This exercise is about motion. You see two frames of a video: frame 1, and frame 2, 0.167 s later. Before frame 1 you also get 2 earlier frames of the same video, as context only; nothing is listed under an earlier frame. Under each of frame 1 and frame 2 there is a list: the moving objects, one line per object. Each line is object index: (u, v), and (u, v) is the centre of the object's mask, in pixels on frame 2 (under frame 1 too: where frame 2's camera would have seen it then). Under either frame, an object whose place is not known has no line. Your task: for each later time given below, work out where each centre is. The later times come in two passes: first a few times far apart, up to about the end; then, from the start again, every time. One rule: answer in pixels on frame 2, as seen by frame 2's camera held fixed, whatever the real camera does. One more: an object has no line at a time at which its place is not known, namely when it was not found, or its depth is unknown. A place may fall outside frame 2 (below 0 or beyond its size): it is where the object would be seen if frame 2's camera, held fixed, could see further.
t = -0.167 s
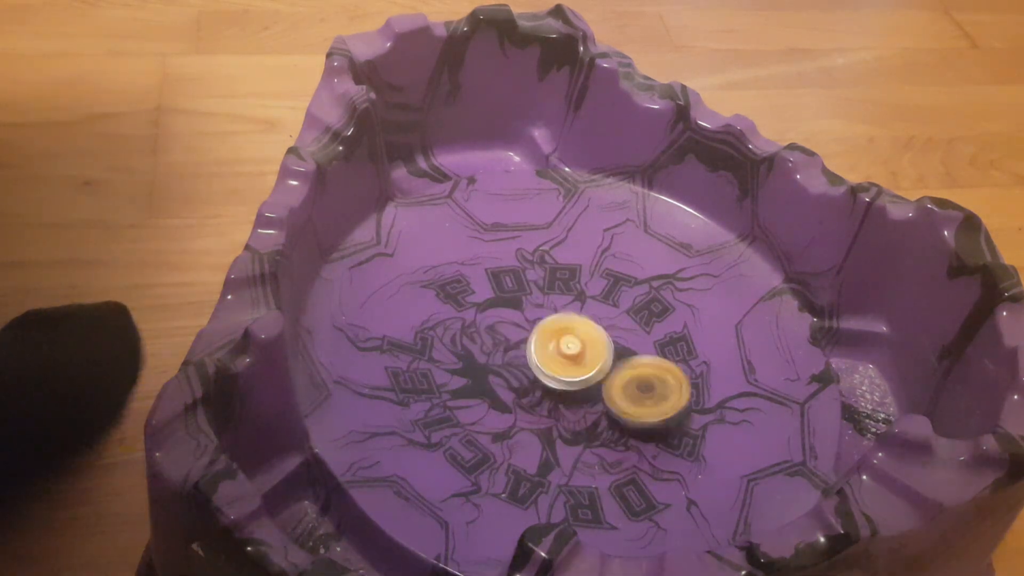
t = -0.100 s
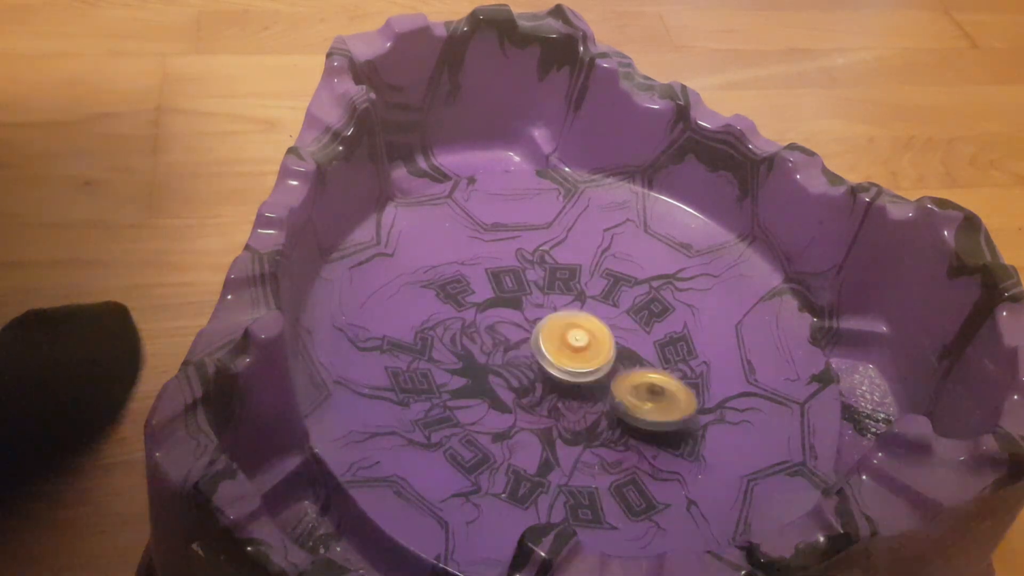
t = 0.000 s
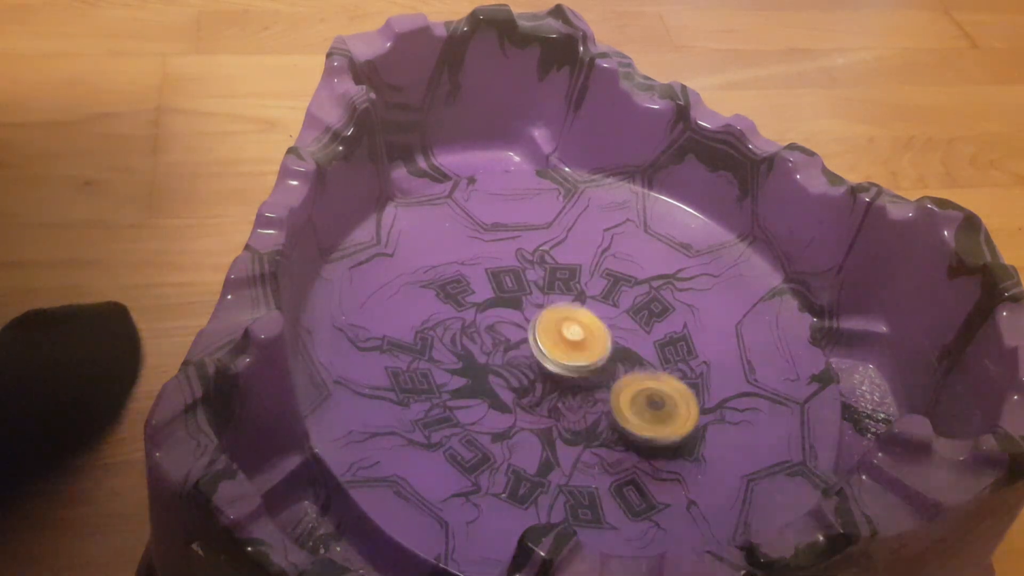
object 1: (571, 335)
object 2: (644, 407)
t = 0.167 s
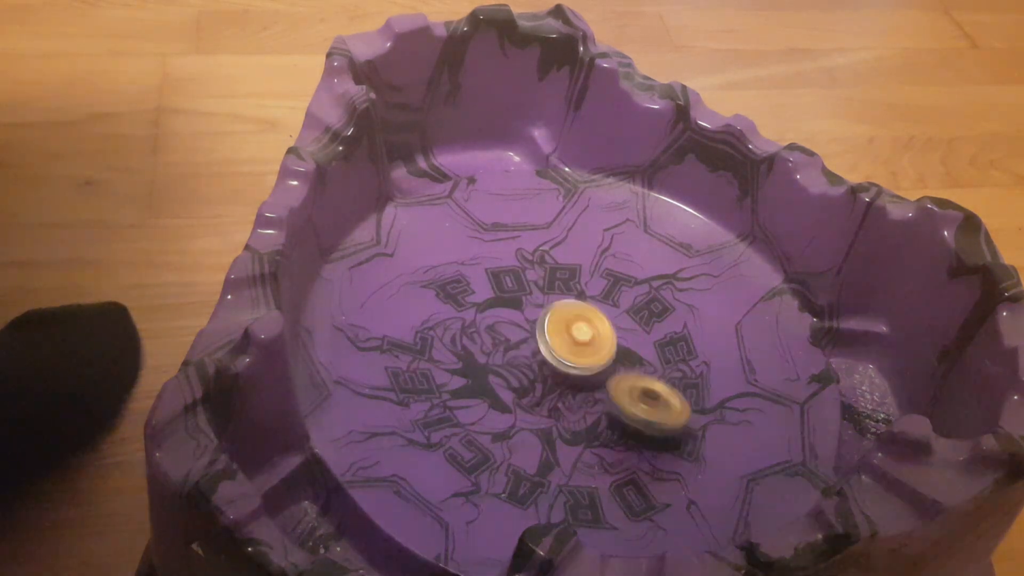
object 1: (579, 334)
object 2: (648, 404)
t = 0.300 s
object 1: (576, 337)
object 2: (642, 399)
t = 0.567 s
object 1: (569, 336)
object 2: (655, 388)
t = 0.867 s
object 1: (573, 334)
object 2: (651, 381)
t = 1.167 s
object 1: (570, 329)
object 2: (648, 374)
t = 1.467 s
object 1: (573, 324)
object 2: (642, 374)
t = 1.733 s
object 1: (558, 322)
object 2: (658, 373)
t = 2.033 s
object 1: (526, 301)
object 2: (633, 369)
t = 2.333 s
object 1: (541, 308)
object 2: (623, 373)
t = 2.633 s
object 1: (527, 325)
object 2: (608, 340)
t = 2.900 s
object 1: (523, 311)
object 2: (617, 346)
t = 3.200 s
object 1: (517, 335)
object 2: (619, 350)
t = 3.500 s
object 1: (528, 355)
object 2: (618, 350)
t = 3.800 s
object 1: (528, 360)
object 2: (618, 353)
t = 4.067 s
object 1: (543, 374)
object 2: (616, 344)
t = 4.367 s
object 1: (563, 373)
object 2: (617, 349)
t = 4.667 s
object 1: (563, 362)
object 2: (624, 344)
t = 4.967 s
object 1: (573, 341)
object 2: (629, 345)
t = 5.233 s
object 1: (565, 291)
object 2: (629, 348)
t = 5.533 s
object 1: (561, 286)
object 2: (627, 344)
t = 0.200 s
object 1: (576, 336)
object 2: (641, 400)
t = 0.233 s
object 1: (577, 336)
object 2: (642, 399)
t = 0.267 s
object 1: (576, 336)
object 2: (643, 398)
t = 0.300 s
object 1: (576, 337)
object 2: (642, 399)
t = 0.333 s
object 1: (574, 338)
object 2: (642, 397)
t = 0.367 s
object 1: (572, 336)
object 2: (642, 394)
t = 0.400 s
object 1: (572, 335)
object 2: (643, 394)
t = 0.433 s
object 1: (573, 335)
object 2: (644, 394)
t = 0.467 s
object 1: (575, 335)
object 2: (652, 392)
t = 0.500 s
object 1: (576, 335)
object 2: (653, 390)
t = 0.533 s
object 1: (573, 335)
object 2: (654, 389)
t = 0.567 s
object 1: (569, 336)
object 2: (655, 388)
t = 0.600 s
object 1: (569, 335)
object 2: (657, 387)
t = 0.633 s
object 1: (568, 334)
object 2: (654, 387)
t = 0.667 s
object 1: (571, 333)
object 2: (654, 388)
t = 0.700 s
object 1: (574, 335)
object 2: (653, 387)
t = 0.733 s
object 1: (575, 335)
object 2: (651, 386)
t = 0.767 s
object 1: (576, 334)
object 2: (649, 385)
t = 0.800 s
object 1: (577, 335)
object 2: (647, 384)
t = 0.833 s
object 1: (576, 337)
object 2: (648, 380)
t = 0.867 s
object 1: (573, 334)
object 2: (651, 381)
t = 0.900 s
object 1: (573, 333)
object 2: (652, 385)
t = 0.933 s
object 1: (573, 333)
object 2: (648, 388)
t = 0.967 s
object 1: (571, 333)
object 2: (644, 385)
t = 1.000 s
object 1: (569, 331)
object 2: (641, 381)
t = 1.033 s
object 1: (567, 331)
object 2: (642, 377)
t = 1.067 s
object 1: (569, 330)
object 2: (646, 374)
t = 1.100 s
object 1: (570, 331)
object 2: (649, 374)
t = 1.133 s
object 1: (569, 330)
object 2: (649, 374)
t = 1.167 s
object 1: (570, 329)
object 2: (648, 374)
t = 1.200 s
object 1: (569, 329)
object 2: (647, 374)
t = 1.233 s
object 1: (568, 327)
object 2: (644, 372)
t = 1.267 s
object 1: (567, 327)
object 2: (644, 370)
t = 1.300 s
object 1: (571, 328)
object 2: (645, 369)
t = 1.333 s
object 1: (572, 329)
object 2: (645, 368)
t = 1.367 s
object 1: (573, 332)
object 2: (645, 367)
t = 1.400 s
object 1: (571, 330)
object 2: (646, 366)
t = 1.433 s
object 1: (571, 327)
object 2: (647, 370)
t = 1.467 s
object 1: (573, 324)
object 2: (642, 374)
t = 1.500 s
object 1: (578, 323)
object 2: (647, 372)
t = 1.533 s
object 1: (579, 324)
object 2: (645, 370)
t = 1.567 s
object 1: (578, 327)
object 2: (644, 366)
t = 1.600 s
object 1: (574, 329)
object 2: (637, 365)
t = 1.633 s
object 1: (572, 330)
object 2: (646, 362)
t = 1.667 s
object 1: (567, 329)
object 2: (645, 364)
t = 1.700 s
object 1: (564, 324)
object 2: (651, 368)
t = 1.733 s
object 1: (558, 322)
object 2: (658, 373)
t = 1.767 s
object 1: (553, 320)
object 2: (664, 377)
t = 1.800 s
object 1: (544, 316)
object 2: (664, 379)
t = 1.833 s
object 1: (537, 314)
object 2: (662, 380)
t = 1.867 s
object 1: (532, 309)
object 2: (658, 382)
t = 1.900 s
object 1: (528, 308)
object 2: (651, 381)
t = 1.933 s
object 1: (527, 303)
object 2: (646, 380)
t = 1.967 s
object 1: (524, 301)
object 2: (640, 375)
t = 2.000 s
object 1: (523, 299)
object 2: (637, 370)
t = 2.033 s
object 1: (526, 301)
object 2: (633, 369)
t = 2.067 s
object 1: (528, 306)
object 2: (634, 367)
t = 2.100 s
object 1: (529, 308)
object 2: (628, 366)
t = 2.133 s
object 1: (535, 308)
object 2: (627, 364)
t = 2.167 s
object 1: (542, 310)
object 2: (622, 360)
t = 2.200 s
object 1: (547, 312)
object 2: (620, 360)
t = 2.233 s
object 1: (543, 310)
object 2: (624, 364)
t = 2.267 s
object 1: (539, 303)
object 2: (625, 371)
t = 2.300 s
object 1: (539, 303)
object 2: (624, 374)
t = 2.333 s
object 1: (541, 308)
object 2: (623, 373)
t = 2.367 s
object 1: (536, 313)
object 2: (624, 372)
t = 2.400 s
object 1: (527, 317)
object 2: (626, 369)
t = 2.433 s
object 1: (525, 319)
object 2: (628, 365)
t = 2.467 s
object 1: (523, 321)
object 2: (631, 361)
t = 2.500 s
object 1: (523, 322)
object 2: (627, 357)
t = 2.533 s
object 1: (527, 323)
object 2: (623, 353)
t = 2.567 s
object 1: (525, 323)
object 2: (619, 347)
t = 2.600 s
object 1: (526, 324)
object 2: (615, 344)
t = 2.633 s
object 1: (527, 325)
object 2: (608, 340)
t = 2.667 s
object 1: (523, 324)
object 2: (608, 340)
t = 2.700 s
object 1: (525, 322)
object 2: (608, 339)
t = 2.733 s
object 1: (525, 319)
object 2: (607, 339)
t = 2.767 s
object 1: (523, 318)
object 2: (609, 340)
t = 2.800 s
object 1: (524, 318)
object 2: (610, 341)
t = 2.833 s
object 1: (522, 314)
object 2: (612, 342)
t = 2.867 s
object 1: (522, 310)
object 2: (613, 343)
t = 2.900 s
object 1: (523, 311)
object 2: (617, 346)
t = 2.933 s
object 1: (522, 315)
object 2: (618, 348)
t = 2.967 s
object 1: (520, 319)
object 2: (619, 352)
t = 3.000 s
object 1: (521, 321)
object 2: (619, 353)
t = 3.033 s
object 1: (523, 324)
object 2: (619, 356)
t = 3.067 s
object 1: (528, 329)
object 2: (618, 357)
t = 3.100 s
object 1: (527, 333)
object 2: (619, 356)
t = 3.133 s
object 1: (525, 334)
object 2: (619, 354)
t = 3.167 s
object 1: (520, 334)
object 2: (619, 352)
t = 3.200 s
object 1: (517, 335)
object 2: (619, 350)
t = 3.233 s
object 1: (516, 336)
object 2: (617, 347)
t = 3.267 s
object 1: (515, 338)
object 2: (617, 347)
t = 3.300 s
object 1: (518, 341)
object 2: (615, 345)
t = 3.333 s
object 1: (522, 344)
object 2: (615, 345)
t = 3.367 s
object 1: (523, 346)
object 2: (616, 345)
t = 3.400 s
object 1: (528, 348)
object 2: (616, 345)
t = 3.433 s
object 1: (529, 355)
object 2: (618, 349)
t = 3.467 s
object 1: (528, 355)
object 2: (618, 351)
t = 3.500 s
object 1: (528, 355)
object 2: (618, 350)
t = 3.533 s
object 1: (530, 358)
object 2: (619, 351)
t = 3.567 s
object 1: (531, 357)
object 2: (618, 353)
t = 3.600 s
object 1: (536, 356)
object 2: (619, 354)
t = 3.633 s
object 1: (534, 356)
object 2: (618, 355)
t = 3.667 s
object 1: (538, 362)
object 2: (618, 355)
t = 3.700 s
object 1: (538, 364)
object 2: (618, 353)
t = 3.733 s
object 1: (536, 364)
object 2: (618, 353)
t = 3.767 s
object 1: (529, 362)
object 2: (618, 353)
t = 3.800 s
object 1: (528, 360)
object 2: (618, 353)
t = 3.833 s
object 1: (523, 361)
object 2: (618, 352)
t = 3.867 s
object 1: (523, 363)
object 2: (618, 351)
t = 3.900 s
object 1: (522, 364)
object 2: (618, 351)
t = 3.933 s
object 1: (523, 363)
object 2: (617, 347)
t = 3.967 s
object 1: (526, 364)
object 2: (616, 345)
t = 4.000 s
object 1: (533, 367)
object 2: (616, 345)
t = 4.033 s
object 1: (540, 372)
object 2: (616, 345)
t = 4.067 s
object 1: (543, 374)
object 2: (616, 344)
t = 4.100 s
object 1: (542, 374)
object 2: (617, 346)
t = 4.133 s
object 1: (545, 373)
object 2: (617, 349)
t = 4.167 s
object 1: (545, 373)
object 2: (617, 349)
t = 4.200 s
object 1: (545, 374)
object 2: (618, 350)
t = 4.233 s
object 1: (547, 376)
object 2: (618, 351)
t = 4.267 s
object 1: (550, 375)
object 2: (618, 348)
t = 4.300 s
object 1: (555, 376)
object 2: (618, 351)
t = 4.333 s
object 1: (556, 377)
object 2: (617, 348)
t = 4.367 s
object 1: (563, 373)
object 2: (617, 349)
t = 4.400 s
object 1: (565, 372)
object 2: (617, 349)
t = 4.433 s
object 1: (564, 371)
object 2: (617, 349)
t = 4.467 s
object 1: (567, 370)
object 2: (619, 345)
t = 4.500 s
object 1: (566, 370)
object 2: (622, 345)
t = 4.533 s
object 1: (565, 367)
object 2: (624, 344)
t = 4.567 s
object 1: (562, 365)
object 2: (624, 345)
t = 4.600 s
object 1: (563, 364)
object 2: (624, 344)
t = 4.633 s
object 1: (564, 364)
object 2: (624, 344)
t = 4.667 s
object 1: (563, 362)
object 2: (624, 344)
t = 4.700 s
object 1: (560, 361)
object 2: (624, 344)
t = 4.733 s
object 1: (560, 360)
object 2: (624, 344)
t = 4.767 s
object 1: (559, 358)
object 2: (624, 344)
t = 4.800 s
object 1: (558, 355)
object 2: (624, 344)
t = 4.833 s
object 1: (560, 355)
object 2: (623, 344)
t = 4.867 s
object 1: (568, 355)
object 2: (624, 344)
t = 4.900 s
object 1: (569, 355)
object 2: (624, 344)
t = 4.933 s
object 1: (572, 347)
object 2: (626, 343)
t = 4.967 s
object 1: (573, 341)
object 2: (629, 345)
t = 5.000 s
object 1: (573, 334)
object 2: (630, 347)
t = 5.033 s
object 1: (572, 323)
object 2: (631, 349)
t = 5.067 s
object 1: (575, 317)
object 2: (630, 350)
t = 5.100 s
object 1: (575, 309)
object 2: (630, 351)
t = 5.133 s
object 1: (573, 301)
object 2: (629, 350)
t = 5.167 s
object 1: (570, 295)
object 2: (629, 349)
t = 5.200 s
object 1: (567, 292)
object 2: (628, 348)
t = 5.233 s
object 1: (565, 291)
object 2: (629, 348)
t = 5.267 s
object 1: (563, 288)
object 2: (625, 346)
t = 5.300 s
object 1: (561, 286)
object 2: (628, 345)
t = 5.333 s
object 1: (559, 284)
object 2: (623, 341)
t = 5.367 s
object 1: (558, 284)
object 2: (625, 341)
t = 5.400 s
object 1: (558, 284)
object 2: (624, 341)
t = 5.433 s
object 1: (558, 284)
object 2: (624, 340)
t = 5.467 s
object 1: (559, 285)
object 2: (626, 342)
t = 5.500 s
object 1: (560, 285)
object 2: (626, 342)
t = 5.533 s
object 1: (561, 286)
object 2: (627, 344)
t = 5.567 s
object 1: (564, 289)
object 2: (628, 346)
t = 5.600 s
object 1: (566, 291)
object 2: (628, 346)
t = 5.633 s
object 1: (569, 294)
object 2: (627, 346)
